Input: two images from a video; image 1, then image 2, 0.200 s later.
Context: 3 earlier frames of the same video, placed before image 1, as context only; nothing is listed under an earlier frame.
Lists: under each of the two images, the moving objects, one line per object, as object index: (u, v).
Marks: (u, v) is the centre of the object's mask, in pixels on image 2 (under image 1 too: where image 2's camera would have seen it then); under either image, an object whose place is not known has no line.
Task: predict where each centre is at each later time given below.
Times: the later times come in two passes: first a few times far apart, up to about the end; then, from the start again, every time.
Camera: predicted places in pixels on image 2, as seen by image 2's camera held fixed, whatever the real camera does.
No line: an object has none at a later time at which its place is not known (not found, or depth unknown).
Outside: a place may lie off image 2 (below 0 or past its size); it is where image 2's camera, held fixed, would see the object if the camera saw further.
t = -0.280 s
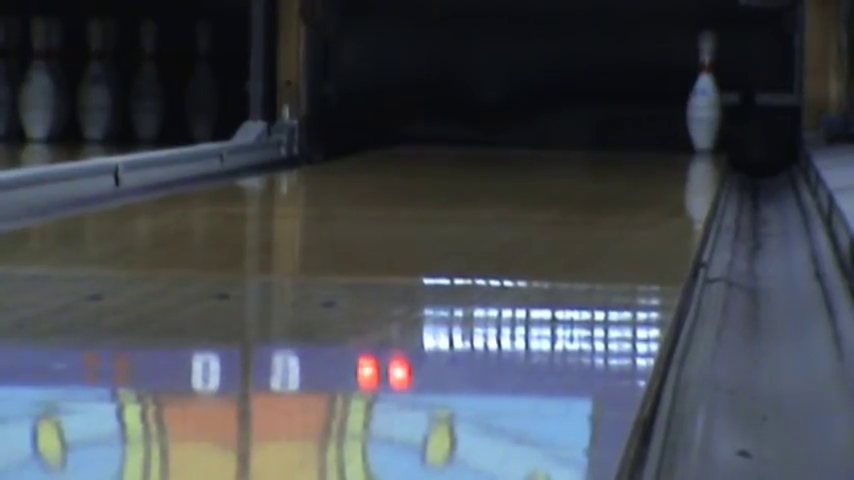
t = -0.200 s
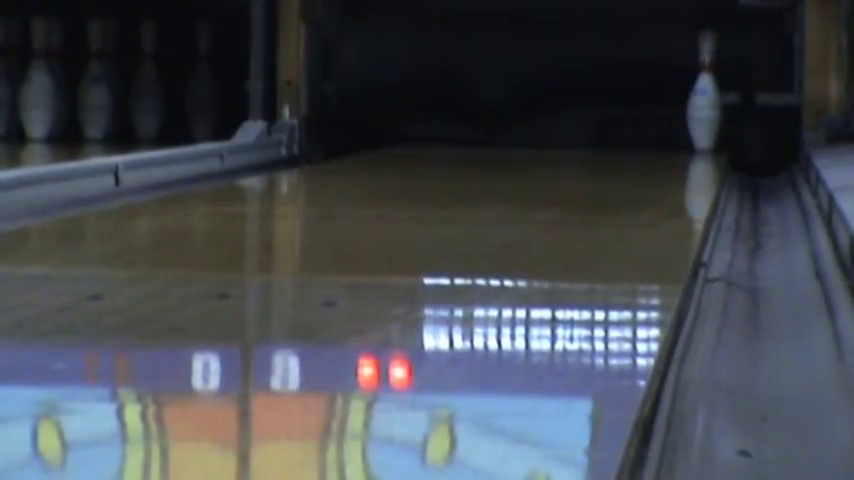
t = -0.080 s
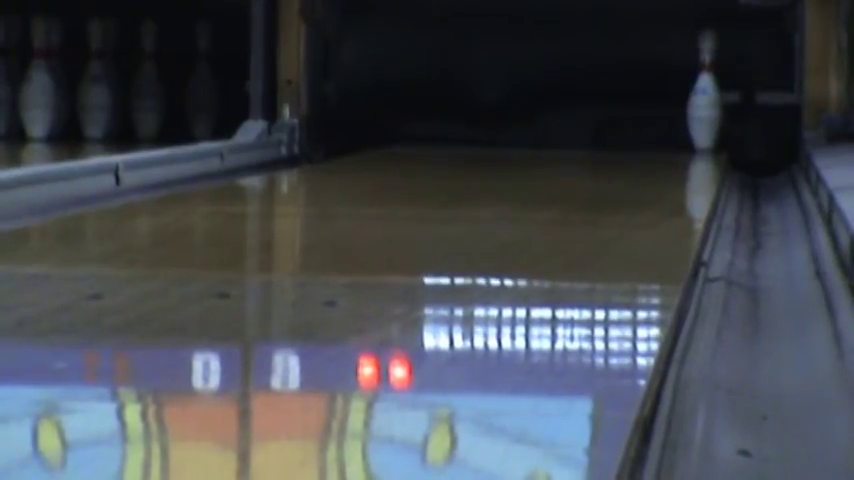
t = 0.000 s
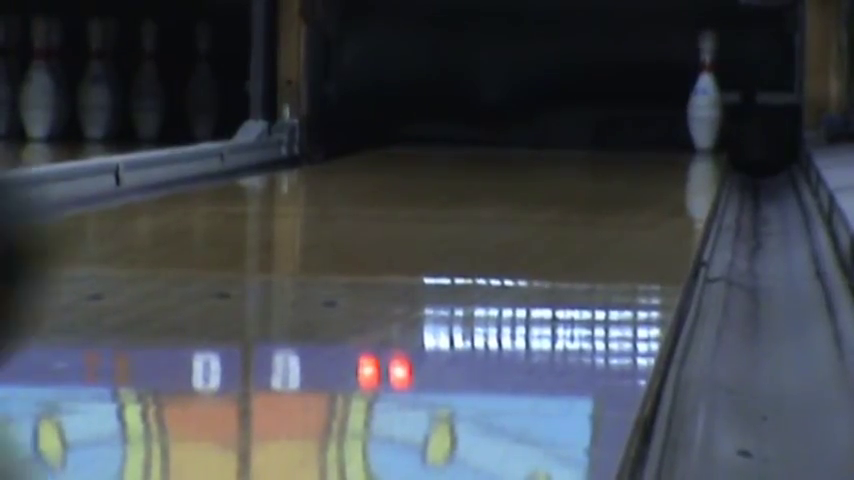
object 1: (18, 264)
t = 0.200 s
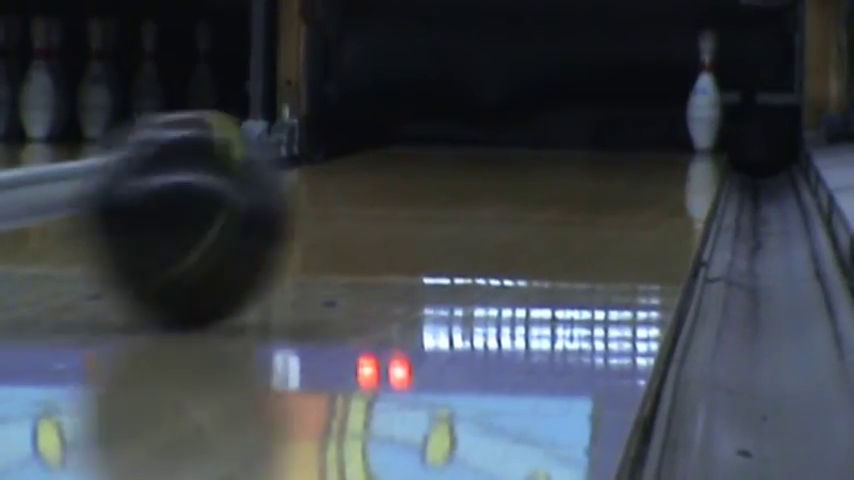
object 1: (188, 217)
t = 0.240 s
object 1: (232, 209)
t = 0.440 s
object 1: (389, 184)
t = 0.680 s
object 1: (515, 166)
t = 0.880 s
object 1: (587, 154)
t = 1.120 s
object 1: (642, 145)
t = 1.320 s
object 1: (671, 140)
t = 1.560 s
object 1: (693, 134)
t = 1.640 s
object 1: (696, 133)
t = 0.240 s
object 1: (232, 209)
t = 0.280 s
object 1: (269, 204)
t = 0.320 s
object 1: (303, 199)
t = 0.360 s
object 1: (336, 195)
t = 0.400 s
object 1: (366, 190)
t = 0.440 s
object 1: (389, 184)
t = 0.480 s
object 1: (414, 180)
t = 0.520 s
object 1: (436, 178)
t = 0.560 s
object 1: (458, 175)
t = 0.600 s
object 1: (478, 172)
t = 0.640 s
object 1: (497, 169)
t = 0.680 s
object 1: (515, 166)
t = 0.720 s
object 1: (531, 163)
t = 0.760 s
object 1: (546, 161)
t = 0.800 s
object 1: (561, 159)
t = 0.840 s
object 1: (574, 156)
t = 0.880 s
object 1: (587, 154)
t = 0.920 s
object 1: (598, 153)
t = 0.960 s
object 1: (608, 151)
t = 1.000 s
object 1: (617, 149)
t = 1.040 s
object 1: (626, 148)
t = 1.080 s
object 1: (636, 146)
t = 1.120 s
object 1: (642, 145)
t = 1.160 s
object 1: (649, 145)
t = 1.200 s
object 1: (655, 144)
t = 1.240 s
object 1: (660, 143)
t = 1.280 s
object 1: (666, 142)
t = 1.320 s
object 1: (671, 140)
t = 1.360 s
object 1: (675, 140)
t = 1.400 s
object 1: (680, 139)
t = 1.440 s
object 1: (683, 137)
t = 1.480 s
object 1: (686, 137)
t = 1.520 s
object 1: (690, 136)
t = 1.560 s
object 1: (693, 134)
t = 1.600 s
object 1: (695, 134)
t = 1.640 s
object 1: (696, 133)
